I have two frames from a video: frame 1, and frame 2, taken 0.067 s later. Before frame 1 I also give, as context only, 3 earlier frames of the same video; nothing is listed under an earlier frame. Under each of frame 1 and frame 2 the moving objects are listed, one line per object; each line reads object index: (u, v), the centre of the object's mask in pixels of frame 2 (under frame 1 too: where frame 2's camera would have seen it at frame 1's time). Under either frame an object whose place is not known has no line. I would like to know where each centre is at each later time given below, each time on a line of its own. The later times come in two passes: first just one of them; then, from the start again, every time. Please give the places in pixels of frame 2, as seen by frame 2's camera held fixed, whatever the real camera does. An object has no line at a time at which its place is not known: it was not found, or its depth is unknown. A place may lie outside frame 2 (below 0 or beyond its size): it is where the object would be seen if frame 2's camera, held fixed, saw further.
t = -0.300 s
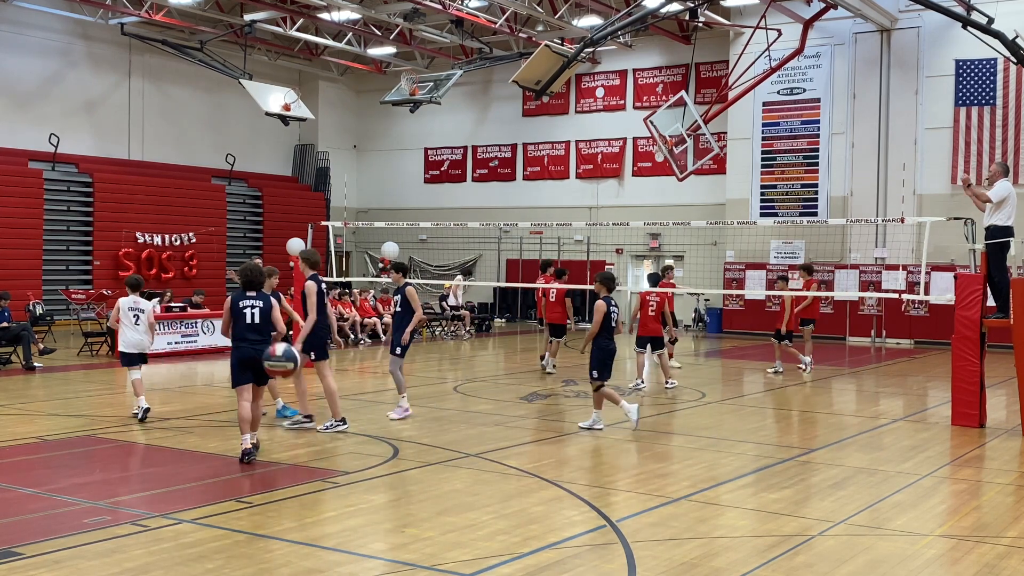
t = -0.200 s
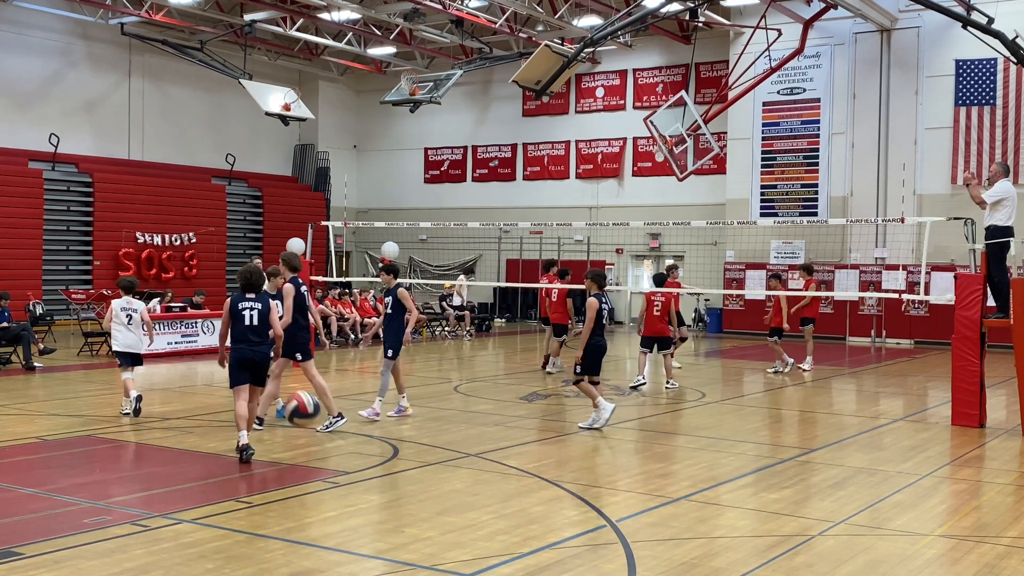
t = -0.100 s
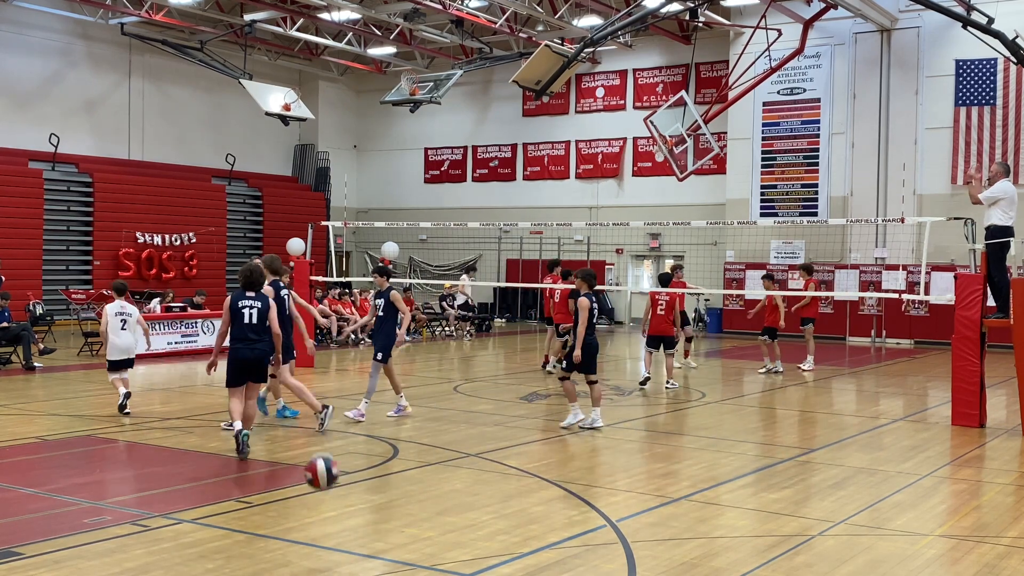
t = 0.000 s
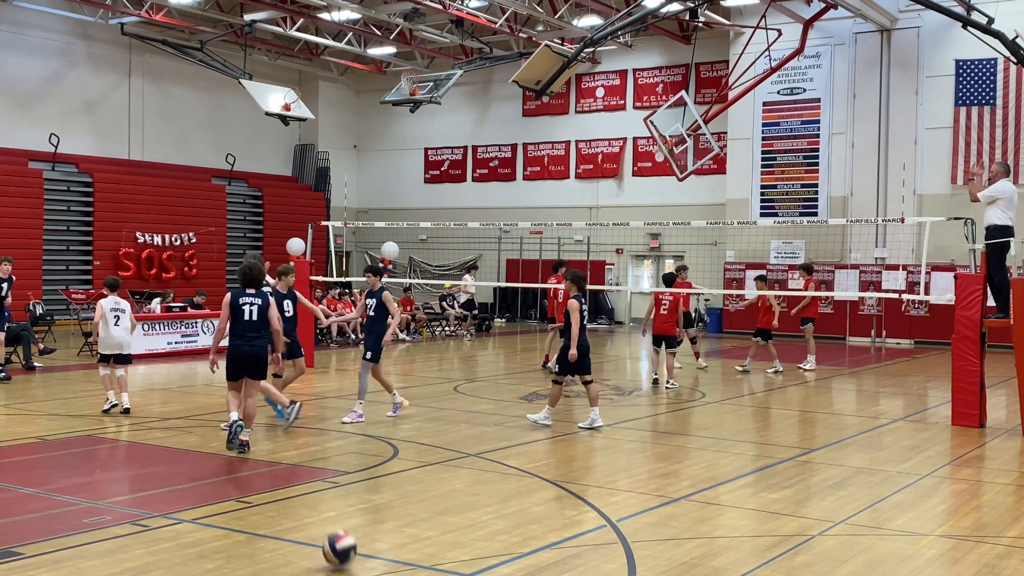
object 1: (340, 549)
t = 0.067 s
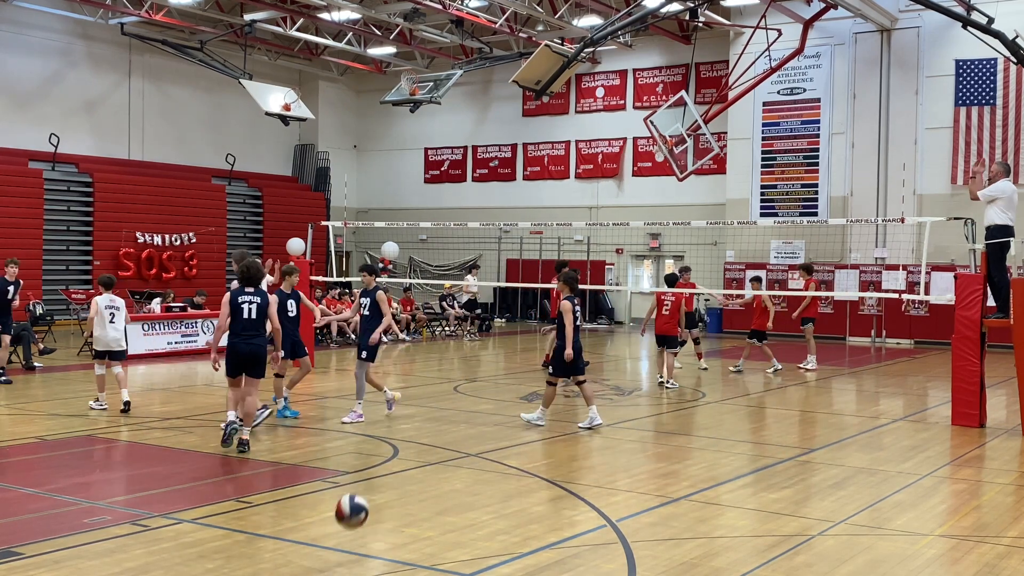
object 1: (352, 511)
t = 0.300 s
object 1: (391, 400)
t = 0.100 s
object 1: (358, 489)
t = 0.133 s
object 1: (364, 469)
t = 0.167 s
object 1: (369, 451)
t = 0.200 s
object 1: (375, 436)
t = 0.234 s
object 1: (380, 422)
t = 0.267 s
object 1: (386, 410)
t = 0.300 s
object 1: (391, 400)
